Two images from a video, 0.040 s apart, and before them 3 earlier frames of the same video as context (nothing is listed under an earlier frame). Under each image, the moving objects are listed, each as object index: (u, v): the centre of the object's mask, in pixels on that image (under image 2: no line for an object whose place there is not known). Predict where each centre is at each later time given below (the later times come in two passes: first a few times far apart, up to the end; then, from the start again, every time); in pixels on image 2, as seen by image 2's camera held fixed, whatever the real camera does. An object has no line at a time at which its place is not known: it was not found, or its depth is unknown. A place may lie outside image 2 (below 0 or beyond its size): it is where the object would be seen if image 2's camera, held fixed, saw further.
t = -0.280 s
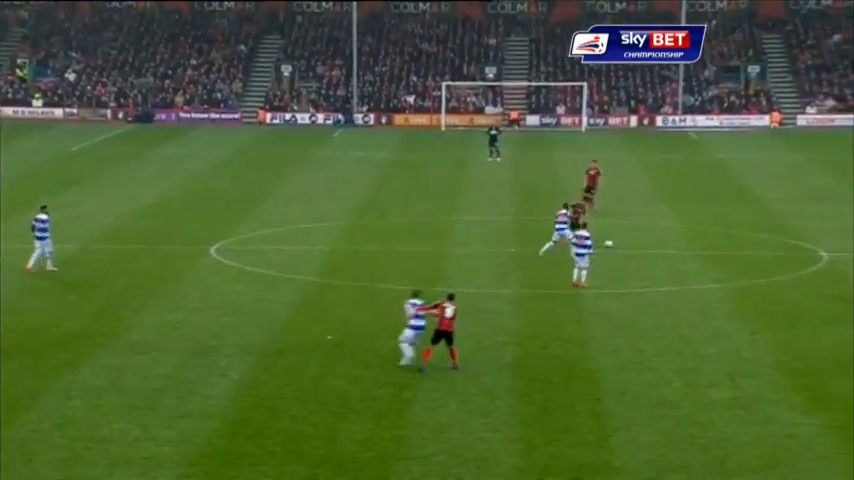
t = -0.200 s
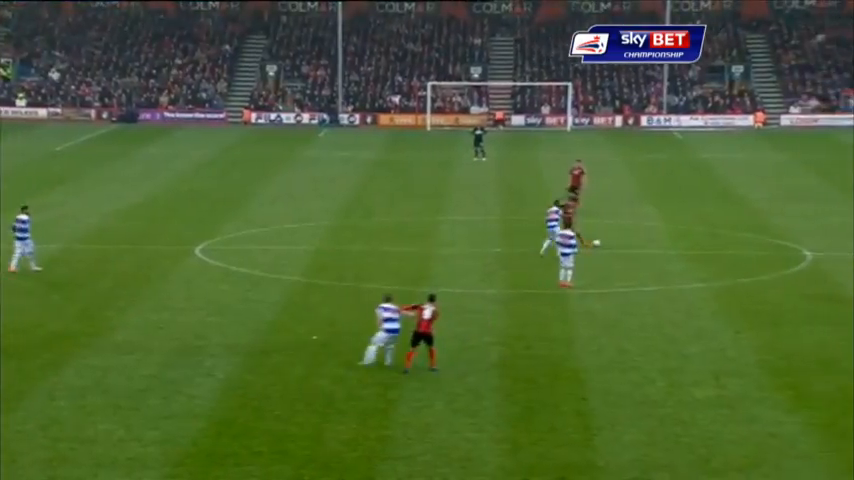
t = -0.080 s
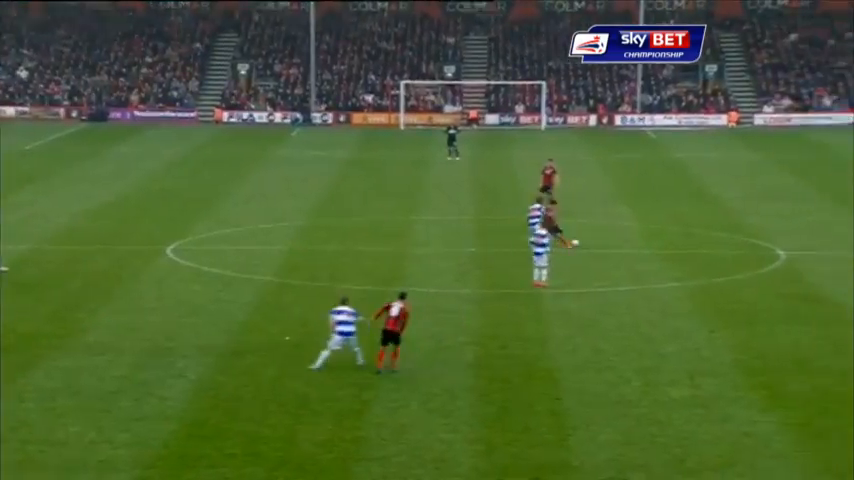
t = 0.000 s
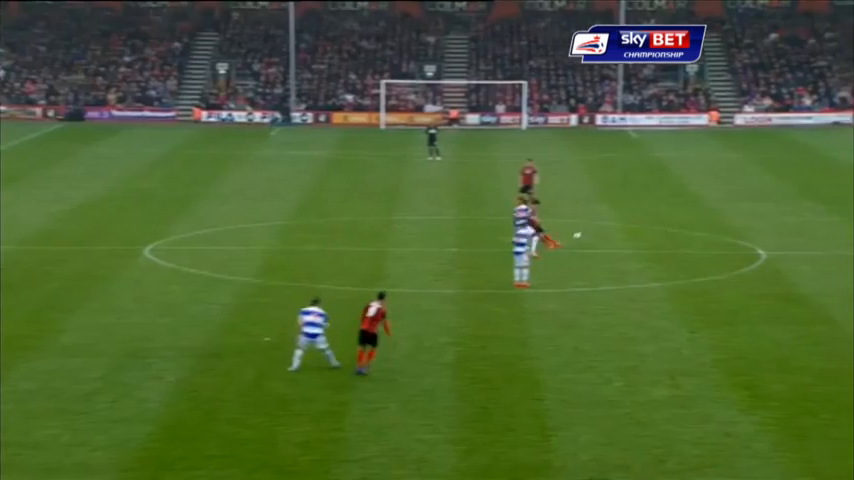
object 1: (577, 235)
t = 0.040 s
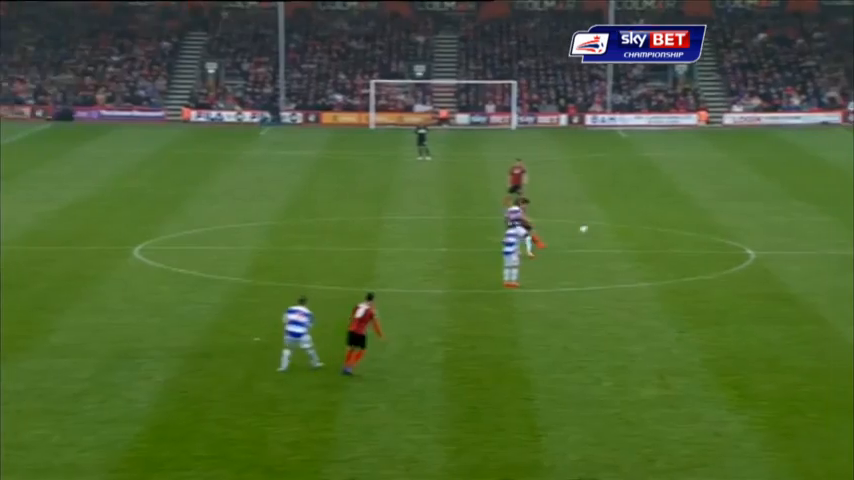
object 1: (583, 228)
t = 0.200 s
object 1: (649, 206)
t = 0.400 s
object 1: (730, 182)
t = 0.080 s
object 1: (599, 222)
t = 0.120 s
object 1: (615, 216)
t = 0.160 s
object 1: (632, 211)
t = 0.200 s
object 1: (649, 206)
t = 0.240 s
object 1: (665, 201)
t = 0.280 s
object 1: (681, 196)
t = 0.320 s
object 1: (697, 191)
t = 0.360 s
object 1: (713, 187)
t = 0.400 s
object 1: (730, 182)
